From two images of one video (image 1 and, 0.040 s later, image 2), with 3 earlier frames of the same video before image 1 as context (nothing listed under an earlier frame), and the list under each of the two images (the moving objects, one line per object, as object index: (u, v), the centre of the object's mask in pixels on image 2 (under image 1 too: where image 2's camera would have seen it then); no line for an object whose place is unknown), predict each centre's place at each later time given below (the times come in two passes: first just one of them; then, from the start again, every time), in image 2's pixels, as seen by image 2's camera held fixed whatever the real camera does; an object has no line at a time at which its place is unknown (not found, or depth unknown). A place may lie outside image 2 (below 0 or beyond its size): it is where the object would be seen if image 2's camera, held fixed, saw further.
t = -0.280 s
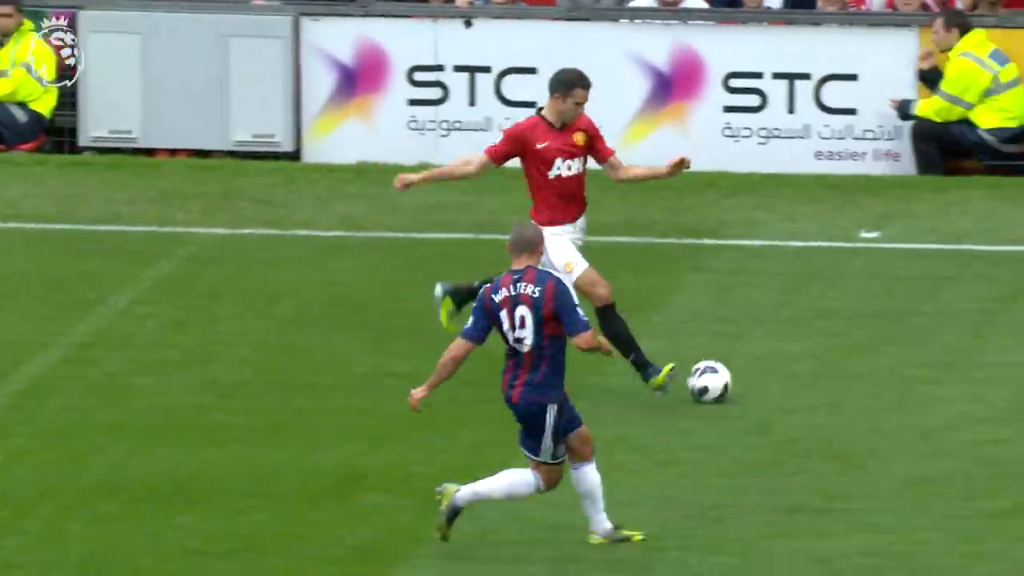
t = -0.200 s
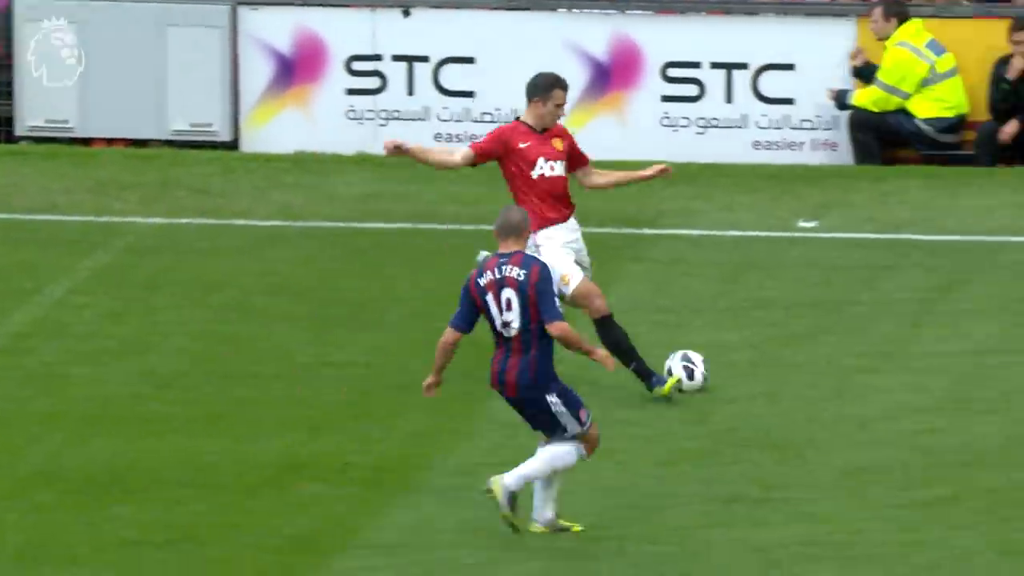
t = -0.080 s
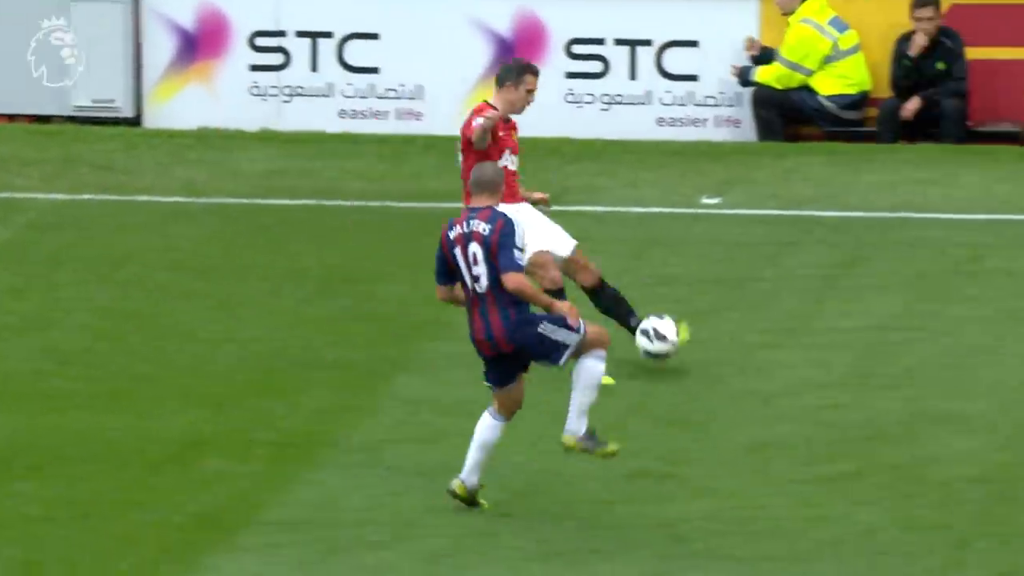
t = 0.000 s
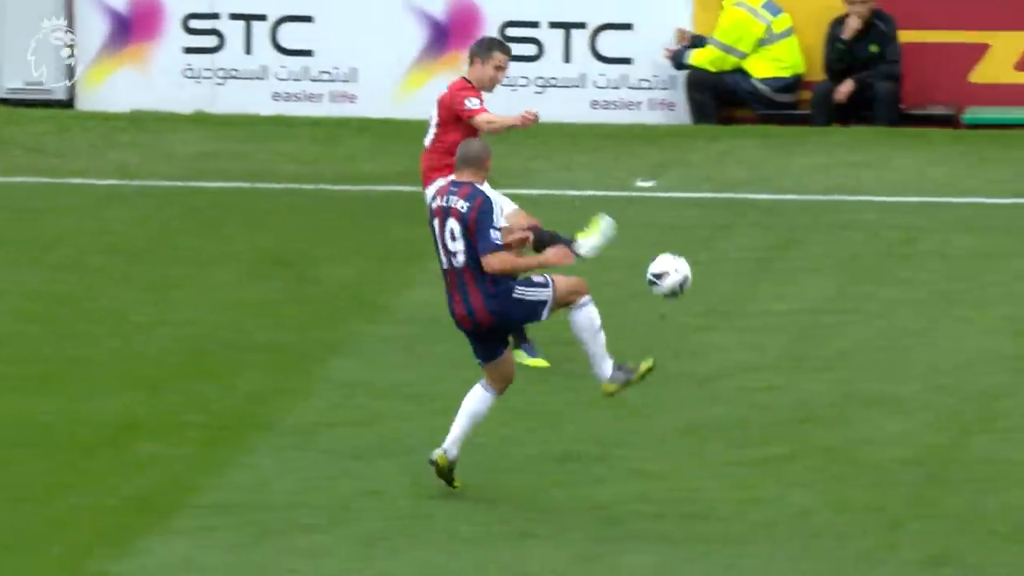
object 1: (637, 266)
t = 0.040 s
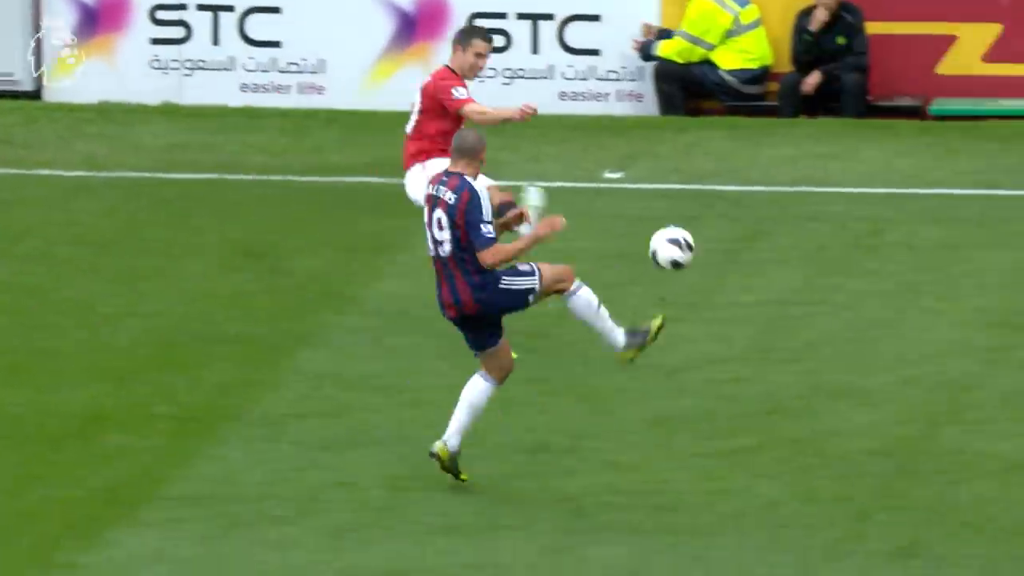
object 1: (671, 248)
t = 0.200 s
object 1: (782, 194)
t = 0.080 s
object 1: (703, 231)
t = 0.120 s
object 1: (732, 217)
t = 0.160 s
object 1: (757, 205)
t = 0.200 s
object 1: (782, 194)
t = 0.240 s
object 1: (803, 186)
